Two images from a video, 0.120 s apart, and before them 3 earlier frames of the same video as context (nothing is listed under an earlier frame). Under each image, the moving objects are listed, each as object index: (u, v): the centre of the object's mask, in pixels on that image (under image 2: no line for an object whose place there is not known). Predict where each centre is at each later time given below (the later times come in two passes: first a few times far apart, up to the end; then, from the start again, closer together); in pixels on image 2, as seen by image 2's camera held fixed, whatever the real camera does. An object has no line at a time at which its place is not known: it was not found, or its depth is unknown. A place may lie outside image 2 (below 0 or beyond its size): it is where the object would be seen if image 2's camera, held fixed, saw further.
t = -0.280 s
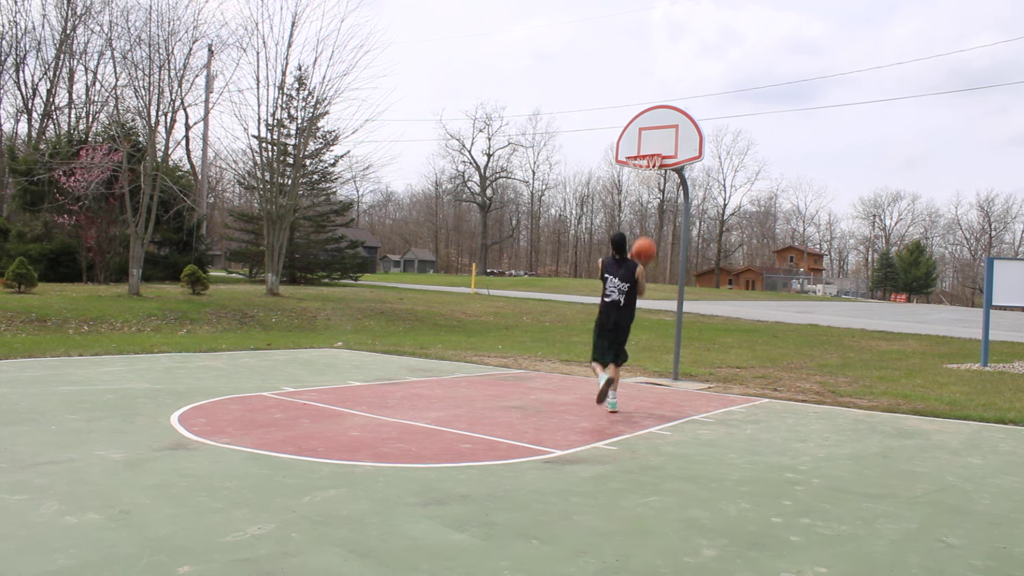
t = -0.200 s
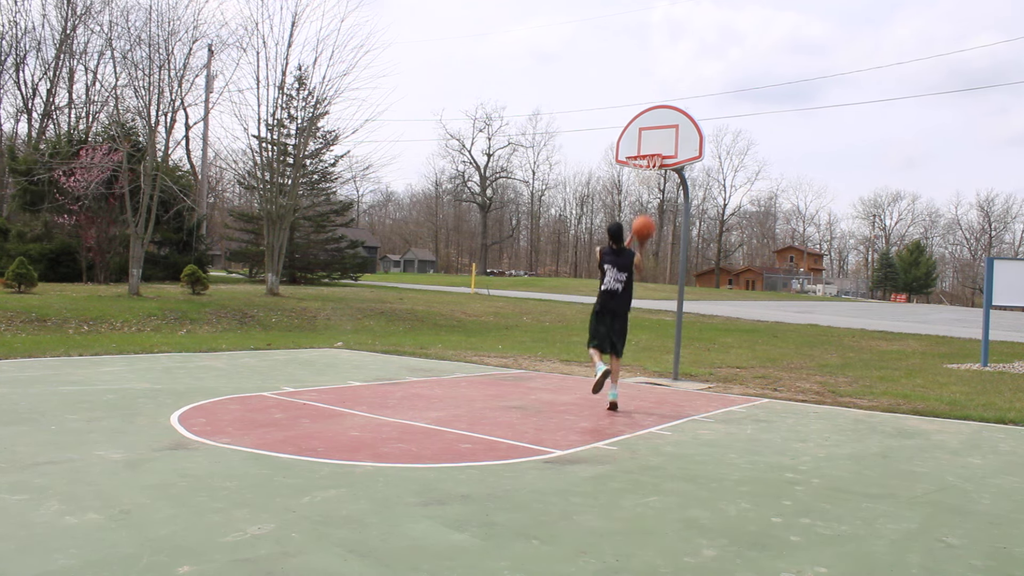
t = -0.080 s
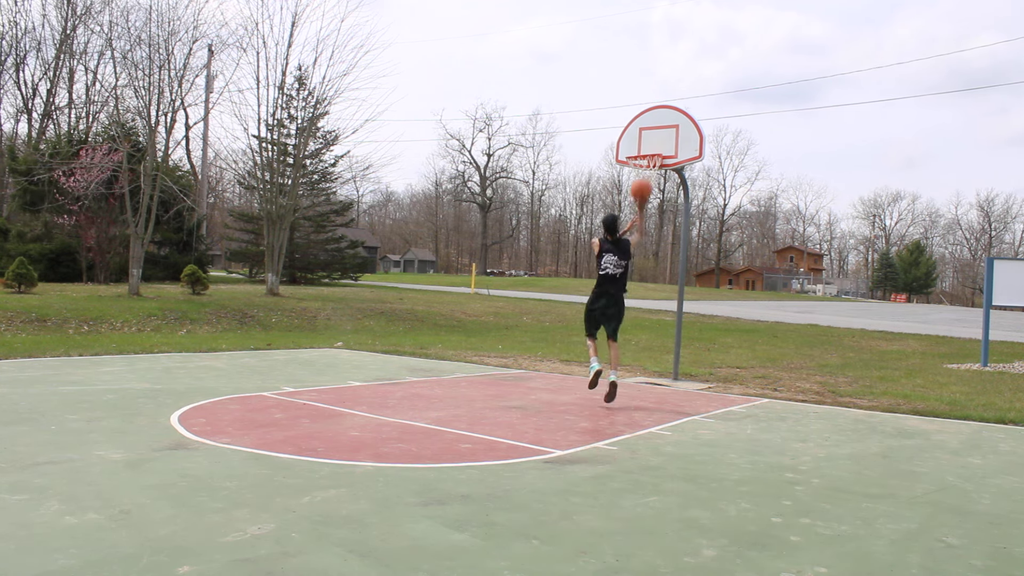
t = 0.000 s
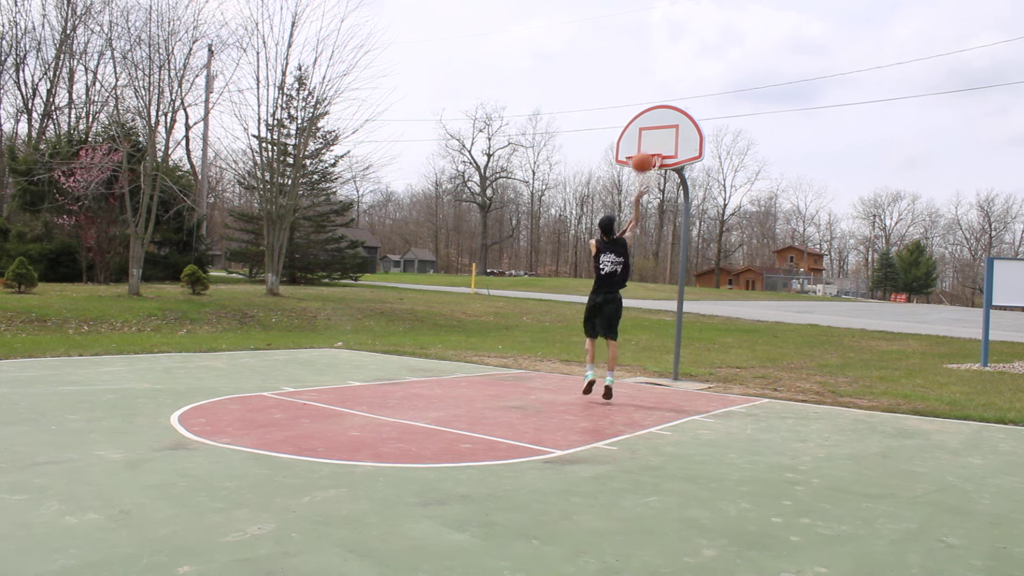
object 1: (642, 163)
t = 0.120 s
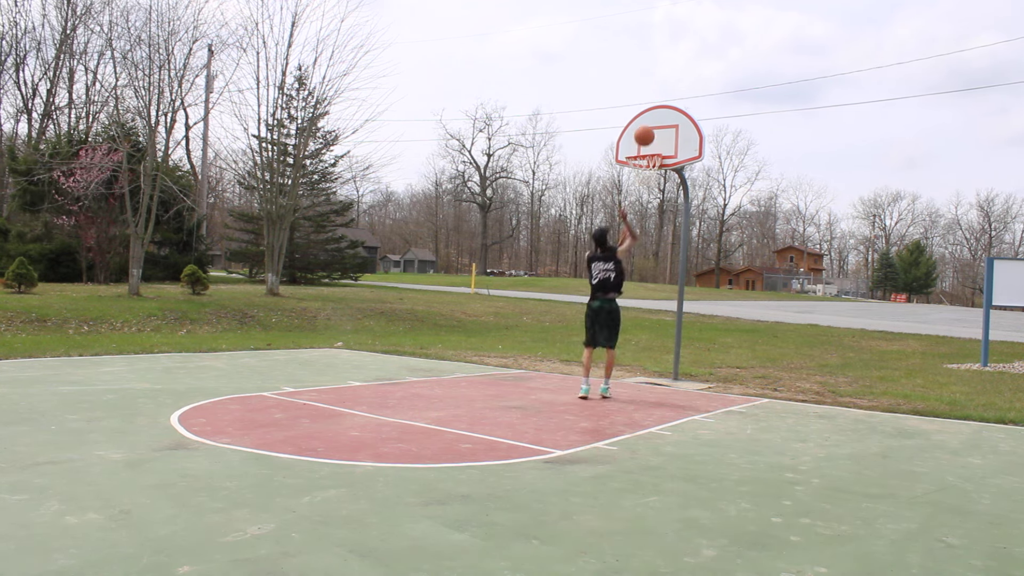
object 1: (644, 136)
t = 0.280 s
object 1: (647, 121)
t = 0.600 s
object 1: (651, 148)
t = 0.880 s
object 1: (644, 142)
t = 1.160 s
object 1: (653, 163)
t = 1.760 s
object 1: (669, 354)
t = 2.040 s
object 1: (677, 243)
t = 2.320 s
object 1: (684, 196)
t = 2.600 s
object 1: (691, 212)
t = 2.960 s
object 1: (699, 335)
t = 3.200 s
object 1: (707, 334)
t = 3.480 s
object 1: (719, 256)
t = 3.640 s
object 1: (725, 243)
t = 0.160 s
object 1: (645, 130)
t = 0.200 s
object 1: (646, 126)
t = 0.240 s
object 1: (646, 123)
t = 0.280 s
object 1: (647, 121)
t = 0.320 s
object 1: (647, 121)
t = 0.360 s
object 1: (648, 121)
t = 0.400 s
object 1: (649, 123)
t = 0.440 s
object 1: (649, 127)
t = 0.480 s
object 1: (650, 131)
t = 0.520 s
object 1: (650, 136)
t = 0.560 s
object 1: (651, 143)
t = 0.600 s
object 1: (651, 148)
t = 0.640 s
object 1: (643, 149)
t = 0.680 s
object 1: (635, 150)
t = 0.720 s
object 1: (637, 149)
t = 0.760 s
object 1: (639, 147)
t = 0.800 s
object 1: (641, 147)
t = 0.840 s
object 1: (643, 144)
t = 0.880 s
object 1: (644, 142)
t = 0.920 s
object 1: (646, 141)
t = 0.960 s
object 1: (647, 142)
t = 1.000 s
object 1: (648, 143)
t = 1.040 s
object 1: (649, 146)
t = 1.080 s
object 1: (650, 151)
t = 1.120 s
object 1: (652, 157)
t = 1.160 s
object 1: (653, 163)
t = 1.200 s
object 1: (654, 171)
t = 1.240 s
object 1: (655, 180)
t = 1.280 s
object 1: (657, 190)
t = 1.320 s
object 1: (658, 202)
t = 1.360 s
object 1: (659, 215)
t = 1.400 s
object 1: (660, 230)
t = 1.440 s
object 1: (661, 246)
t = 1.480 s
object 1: (662, 264)
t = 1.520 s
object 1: (663, 282)
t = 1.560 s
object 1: (664, 302)
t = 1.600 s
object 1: (665, 324)
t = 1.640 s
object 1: (666, 347)
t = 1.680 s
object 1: (667, 370)
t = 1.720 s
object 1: (668, 373)
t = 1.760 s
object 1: (669, 354)
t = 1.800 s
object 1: (670, 334)
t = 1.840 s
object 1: (671, 317)
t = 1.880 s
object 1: (672, 299)
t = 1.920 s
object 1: (674, 283)
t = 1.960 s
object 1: (675, 268)
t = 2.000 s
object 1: (676, 255)
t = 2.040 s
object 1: (677, 243)
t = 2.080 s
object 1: (679, 233)
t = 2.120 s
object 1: (679, 223)
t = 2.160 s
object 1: (680, 215)
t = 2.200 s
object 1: (682, 208)
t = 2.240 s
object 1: (683, 203)
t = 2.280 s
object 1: (684, 198)
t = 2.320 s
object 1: (684, 196)
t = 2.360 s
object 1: (685, 194)
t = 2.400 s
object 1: (686, 194)
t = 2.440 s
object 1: (687, 195)
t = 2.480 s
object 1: (688, 197)
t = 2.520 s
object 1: (689, 201)
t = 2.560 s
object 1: (690, 206)
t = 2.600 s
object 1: (691, 212)
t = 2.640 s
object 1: (692, 220)
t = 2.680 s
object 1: (692, 229)
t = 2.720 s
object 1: (694, 240)
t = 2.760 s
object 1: (695, 252)
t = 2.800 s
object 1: (696, 266)
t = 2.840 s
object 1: (696, 281)
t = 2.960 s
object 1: (699, 335)
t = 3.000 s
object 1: (700, 356)
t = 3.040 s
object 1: (700, 378)
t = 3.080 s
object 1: (701, 387)
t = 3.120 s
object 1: (703, 369)
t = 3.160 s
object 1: (705, 350)
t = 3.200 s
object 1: (707, 334)
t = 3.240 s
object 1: (709, 319)
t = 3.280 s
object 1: (711, 304)
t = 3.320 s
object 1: (713, 291)
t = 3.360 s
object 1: (715, 281)
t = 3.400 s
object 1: (716, 271)
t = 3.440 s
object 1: (718, 263)
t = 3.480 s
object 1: (719, 256)
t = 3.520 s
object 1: (721, 251)
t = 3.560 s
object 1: (722, 247)
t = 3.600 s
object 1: (724, 244)
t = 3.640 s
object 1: (725, 243)
